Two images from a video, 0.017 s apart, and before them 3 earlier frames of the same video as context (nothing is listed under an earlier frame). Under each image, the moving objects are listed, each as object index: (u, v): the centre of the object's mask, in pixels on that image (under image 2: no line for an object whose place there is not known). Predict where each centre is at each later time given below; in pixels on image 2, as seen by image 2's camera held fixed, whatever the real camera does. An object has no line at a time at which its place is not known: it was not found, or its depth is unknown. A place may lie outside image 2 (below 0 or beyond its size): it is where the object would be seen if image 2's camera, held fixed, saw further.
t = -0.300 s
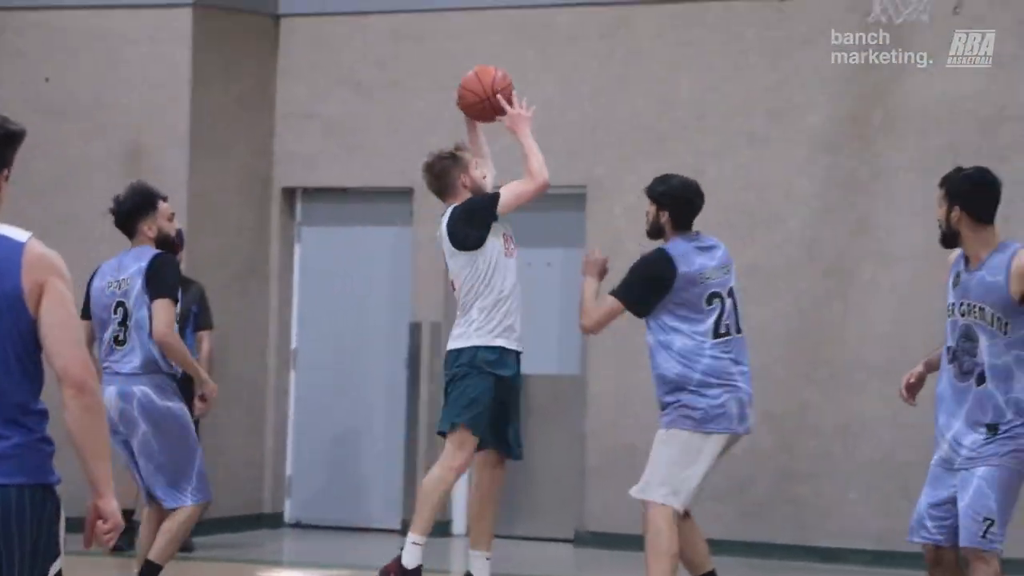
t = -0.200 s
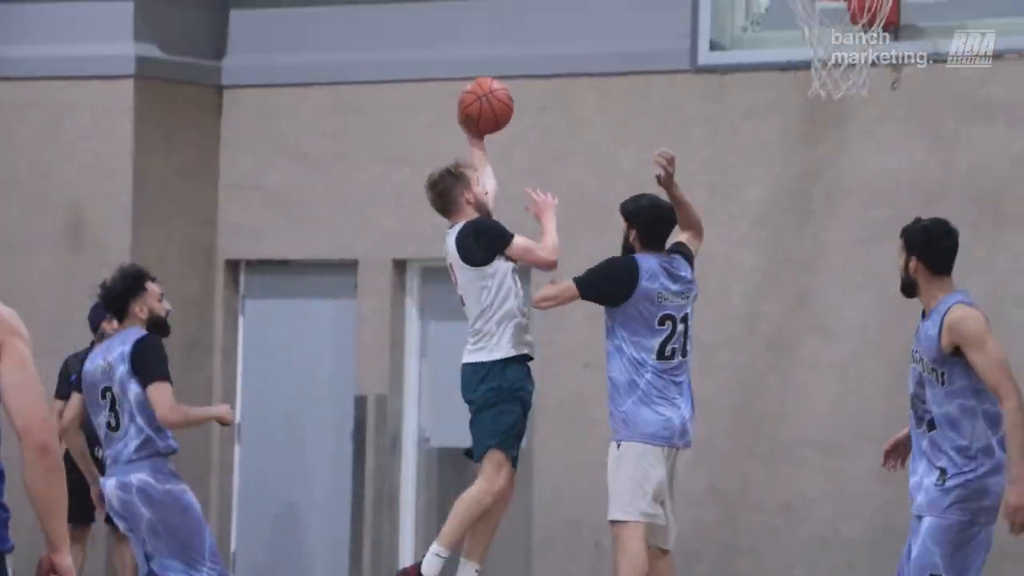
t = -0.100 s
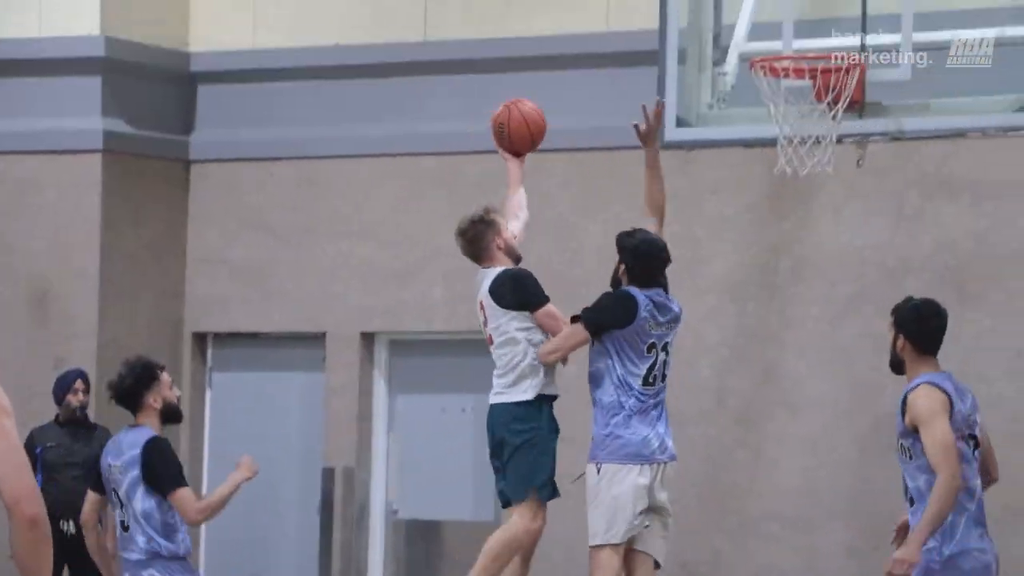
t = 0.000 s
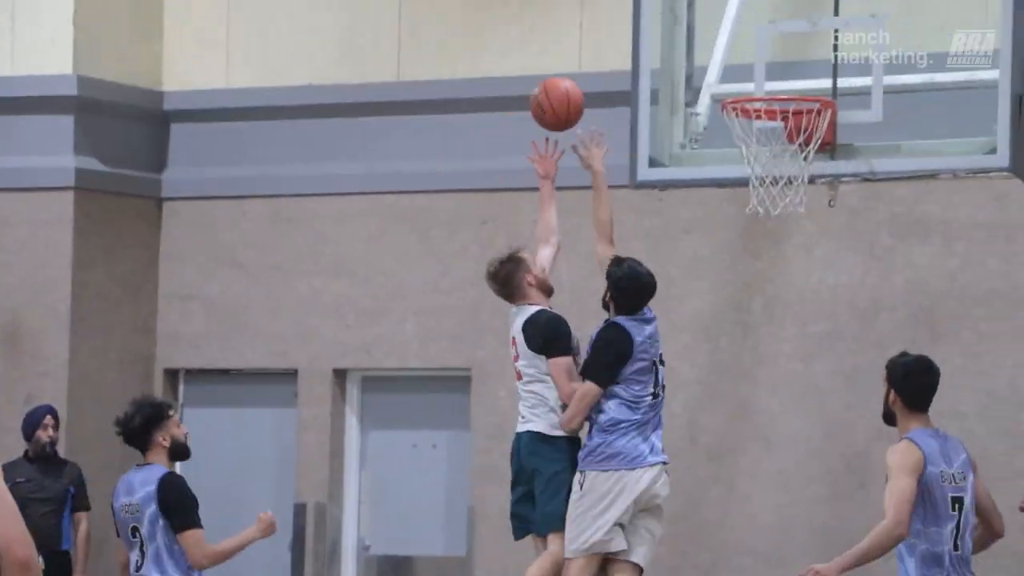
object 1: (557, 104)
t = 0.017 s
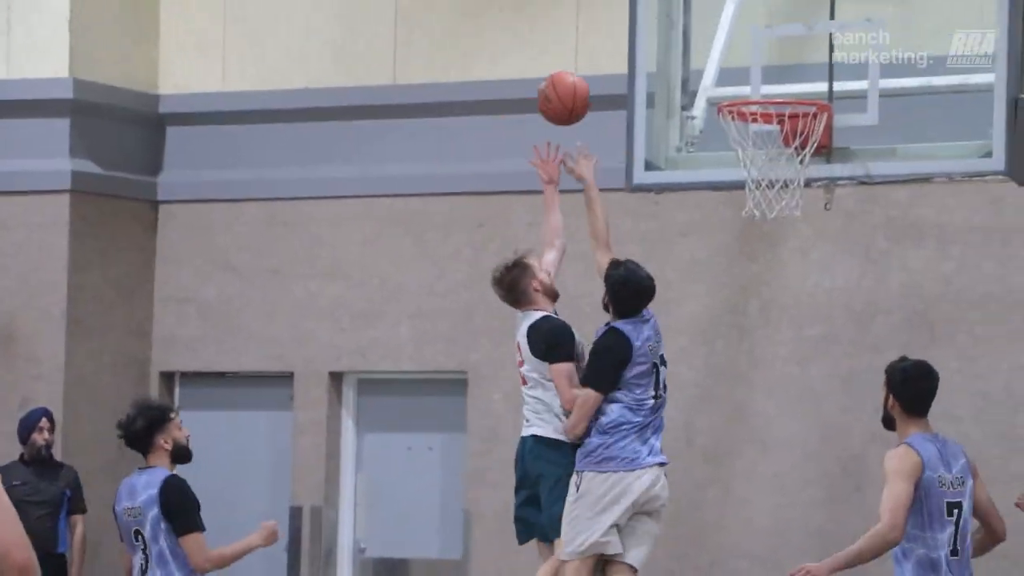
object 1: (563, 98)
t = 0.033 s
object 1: (574, 90)
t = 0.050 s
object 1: (584, 82)
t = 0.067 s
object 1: (594, 75)
